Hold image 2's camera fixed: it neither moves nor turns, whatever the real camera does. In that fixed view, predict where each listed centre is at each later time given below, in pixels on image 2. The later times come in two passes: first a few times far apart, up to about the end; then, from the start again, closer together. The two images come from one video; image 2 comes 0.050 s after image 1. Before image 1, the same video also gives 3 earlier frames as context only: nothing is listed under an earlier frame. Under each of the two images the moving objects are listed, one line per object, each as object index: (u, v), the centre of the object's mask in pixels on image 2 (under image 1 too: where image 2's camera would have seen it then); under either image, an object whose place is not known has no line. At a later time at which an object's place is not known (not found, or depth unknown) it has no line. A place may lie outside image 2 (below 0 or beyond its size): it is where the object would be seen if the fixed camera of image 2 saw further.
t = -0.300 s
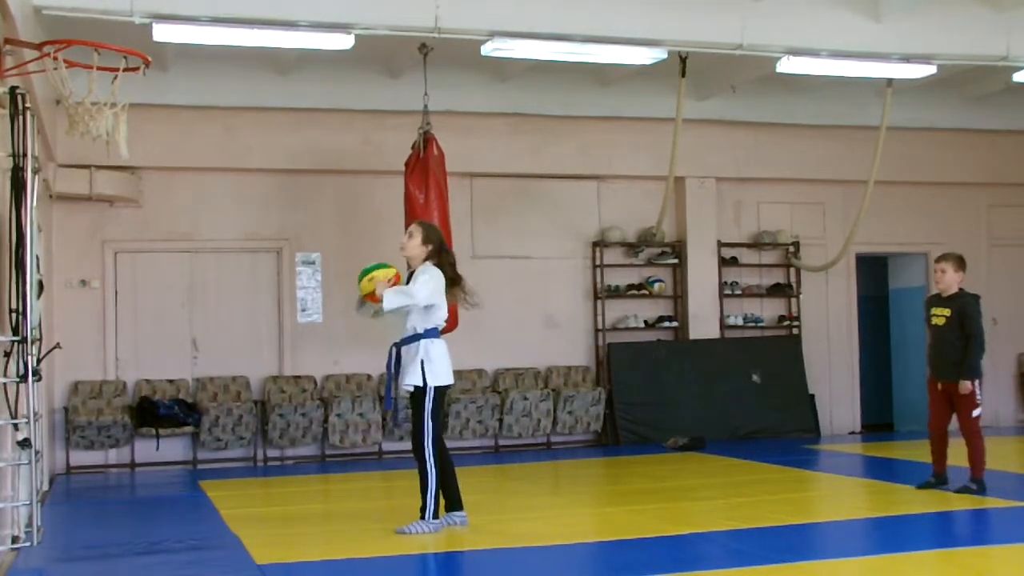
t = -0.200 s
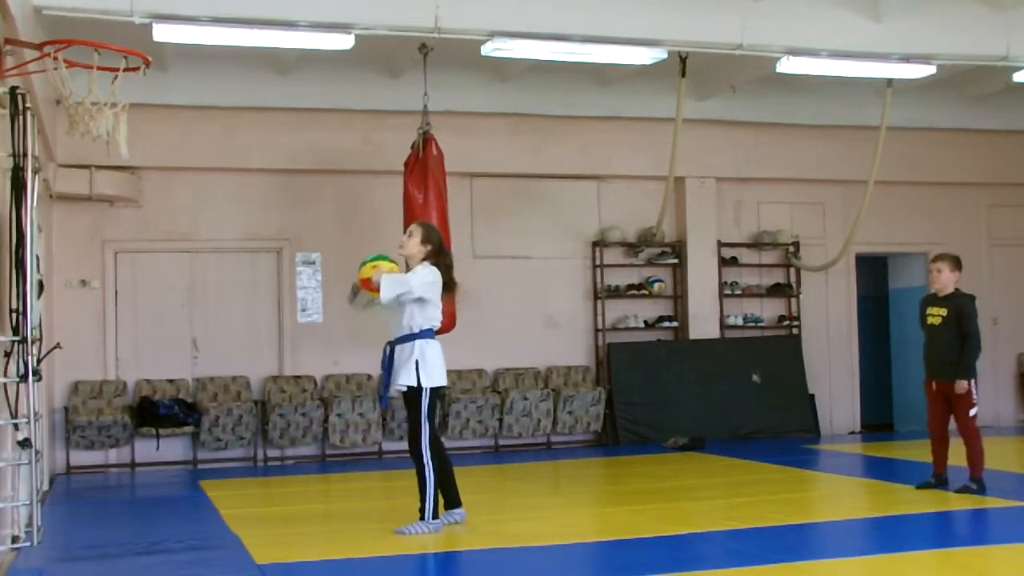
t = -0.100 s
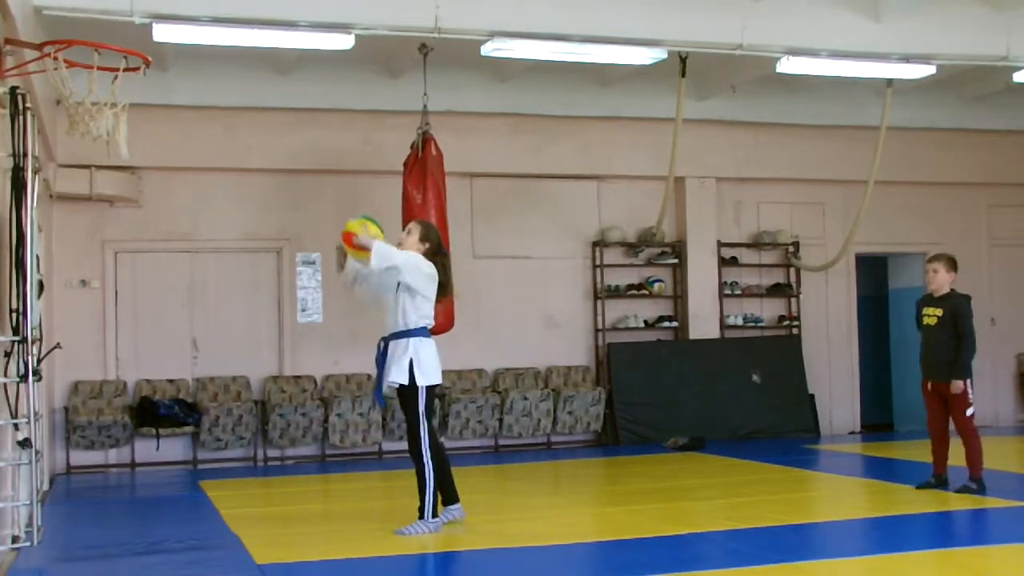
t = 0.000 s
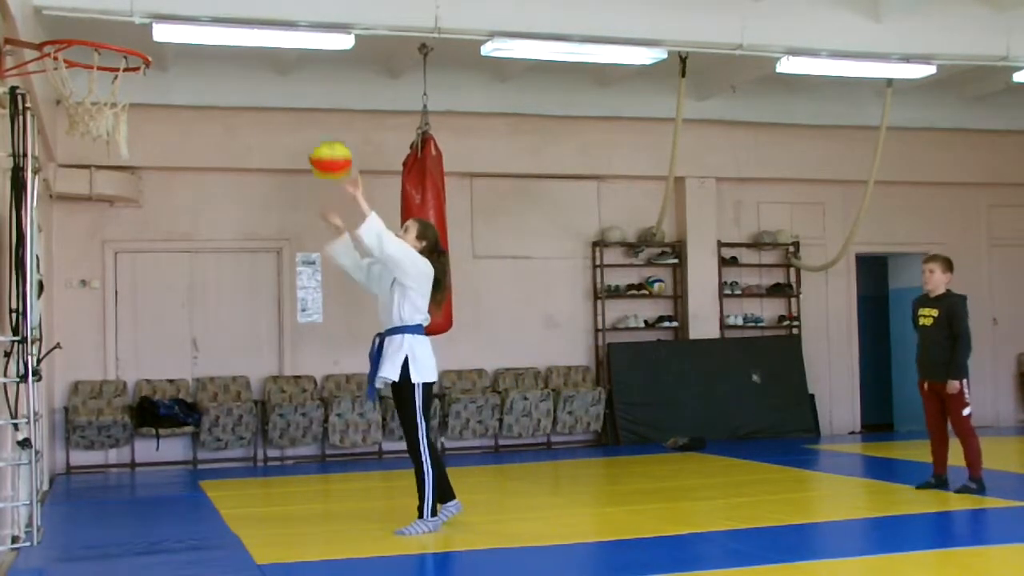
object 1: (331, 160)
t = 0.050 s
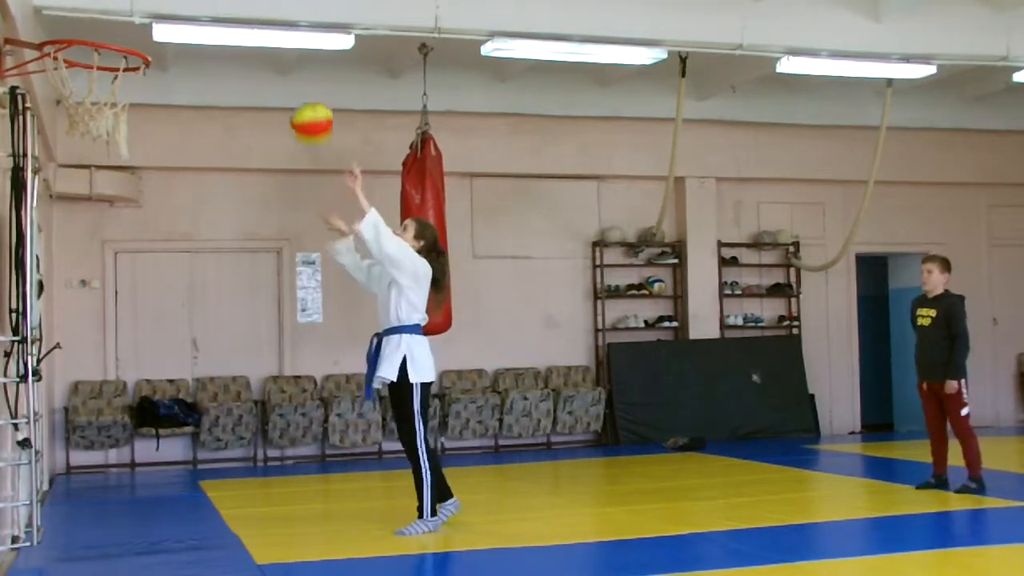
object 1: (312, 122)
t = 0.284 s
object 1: (228, 14)
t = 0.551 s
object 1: (132, 15)
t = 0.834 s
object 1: (65, 87)
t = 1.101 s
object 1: (96, 121)
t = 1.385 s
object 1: (139, 225)
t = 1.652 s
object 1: (176, 460)
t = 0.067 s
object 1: (306, 111)
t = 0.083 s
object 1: (300, 100)
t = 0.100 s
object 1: (294, 90)
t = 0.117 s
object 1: (288, 81)
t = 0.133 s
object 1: (283, 72)
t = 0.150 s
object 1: (277, 64)
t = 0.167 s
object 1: (271, 56)
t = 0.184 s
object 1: (265, 47)
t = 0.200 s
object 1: (258, 39)
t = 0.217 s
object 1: (252, 32)
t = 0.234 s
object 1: (246, 26)
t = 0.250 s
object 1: (240, 20)
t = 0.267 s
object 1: (234, 16)
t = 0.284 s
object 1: (228, 14)
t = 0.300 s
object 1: (222, 12)
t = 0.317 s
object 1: (216, 10)
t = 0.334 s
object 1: (210, 9)
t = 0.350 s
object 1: (204, 9)
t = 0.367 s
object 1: (198, 8)
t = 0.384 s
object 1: (192, 7)
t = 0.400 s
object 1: (186, 7)
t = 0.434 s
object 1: (174, 7)
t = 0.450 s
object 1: (168, 7)
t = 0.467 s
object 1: (162, 8)
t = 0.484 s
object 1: (156, 9)
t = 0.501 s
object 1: (150, 10)
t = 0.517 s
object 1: (144, 11)
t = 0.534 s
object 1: (138, 13)
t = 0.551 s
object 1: (132, 15)
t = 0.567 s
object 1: (126, 17)
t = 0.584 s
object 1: (120, 20)
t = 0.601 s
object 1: (114, 24)
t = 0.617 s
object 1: (108, 30)
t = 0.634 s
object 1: (101, 38)
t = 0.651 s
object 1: (96, 48)
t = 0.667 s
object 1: (89, 56)
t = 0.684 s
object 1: (84, 66)
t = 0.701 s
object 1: (79, 71)
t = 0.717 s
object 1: (76, 75)
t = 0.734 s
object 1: (71, 78)
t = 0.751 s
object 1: (70, 81)
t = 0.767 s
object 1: (68, 81)
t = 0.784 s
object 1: (67, 84)
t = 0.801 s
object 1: (66, 85)
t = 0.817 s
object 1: (66, 86)
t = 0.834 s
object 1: (65, 87)
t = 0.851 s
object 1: (66, 89)
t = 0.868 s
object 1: (65, 90)
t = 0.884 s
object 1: (66, 91)
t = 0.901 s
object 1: (65, 92)
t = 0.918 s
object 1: (66, 93)
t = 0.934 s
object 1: (67, 96)
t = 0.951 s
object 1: (69, 99)
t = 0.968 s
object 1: (71, 100)
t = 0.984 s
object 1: (74, 104)
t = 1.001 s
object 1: (77, 106)
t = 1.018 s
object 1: (79, 109)
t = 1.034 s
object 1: (82, 111)
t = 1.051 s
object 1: (86, 113)
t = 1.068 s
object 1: (89, 116)
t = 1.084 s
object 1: (93, 119)
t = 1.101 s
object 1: (96, 121)
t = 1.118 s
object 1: (100, 123)
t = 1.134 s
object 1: (103, 126)
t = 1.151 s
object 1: (106, 130)
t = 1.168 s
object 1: (108, 133)
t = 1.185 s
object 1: (109, 138)
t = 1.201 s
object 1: (112, 142)
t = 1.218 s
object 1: (115, 146)
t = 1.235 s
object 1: (118, 150)
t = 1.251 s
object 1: (120, 156)
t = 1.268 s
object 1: (122, 163)
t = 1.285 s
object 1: (124, 170)
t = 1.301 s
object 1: (127, 178)
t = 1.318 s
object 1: (129, 185)
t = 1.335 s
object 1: (131, 194)
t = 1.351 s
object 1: (134, 203)
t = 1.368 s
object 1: (136, 214)
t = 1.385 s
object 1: (139, 225)
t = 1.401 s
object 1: (141, 235)
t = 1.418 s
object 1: (143, 246)
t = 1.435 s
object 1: (146, 258)
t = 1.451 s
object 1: (148, 270)
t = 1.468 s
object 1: (151, 283)
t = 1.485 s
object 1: (153, 297)
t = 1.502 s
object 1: (156, 311)
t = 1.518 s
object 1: (158, 324)
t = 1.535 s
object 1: (160, 340)
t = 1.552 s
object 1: (163, 356)
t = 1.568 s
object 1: (165, 372)
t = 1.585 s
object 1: (168, 389)
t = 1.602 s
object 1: (169, 405)
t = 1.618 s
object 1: (172, 422)
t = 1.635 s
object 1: (174, 440)
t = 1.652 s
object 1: (176, 460)
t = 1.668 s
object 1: (178, 480)
